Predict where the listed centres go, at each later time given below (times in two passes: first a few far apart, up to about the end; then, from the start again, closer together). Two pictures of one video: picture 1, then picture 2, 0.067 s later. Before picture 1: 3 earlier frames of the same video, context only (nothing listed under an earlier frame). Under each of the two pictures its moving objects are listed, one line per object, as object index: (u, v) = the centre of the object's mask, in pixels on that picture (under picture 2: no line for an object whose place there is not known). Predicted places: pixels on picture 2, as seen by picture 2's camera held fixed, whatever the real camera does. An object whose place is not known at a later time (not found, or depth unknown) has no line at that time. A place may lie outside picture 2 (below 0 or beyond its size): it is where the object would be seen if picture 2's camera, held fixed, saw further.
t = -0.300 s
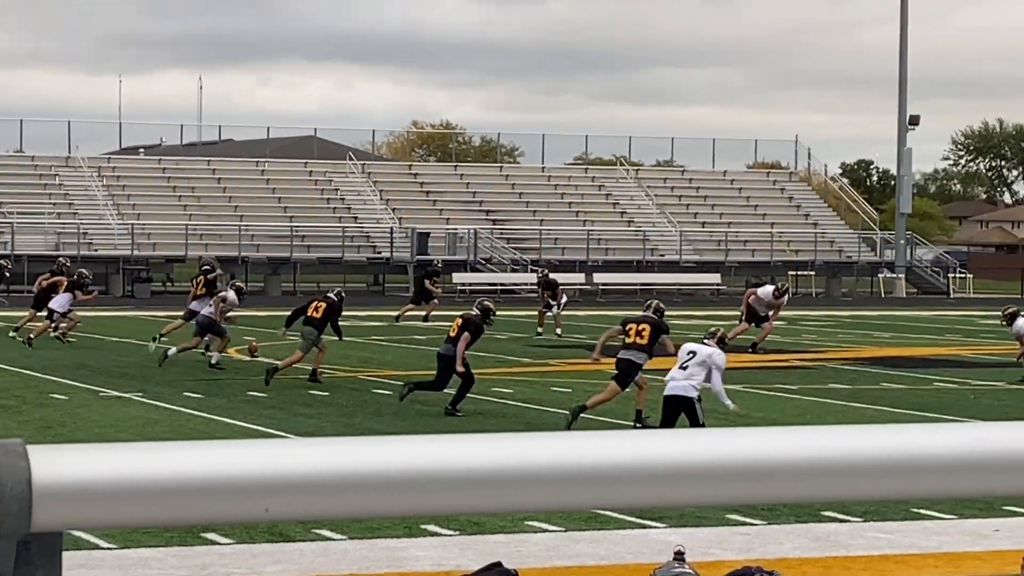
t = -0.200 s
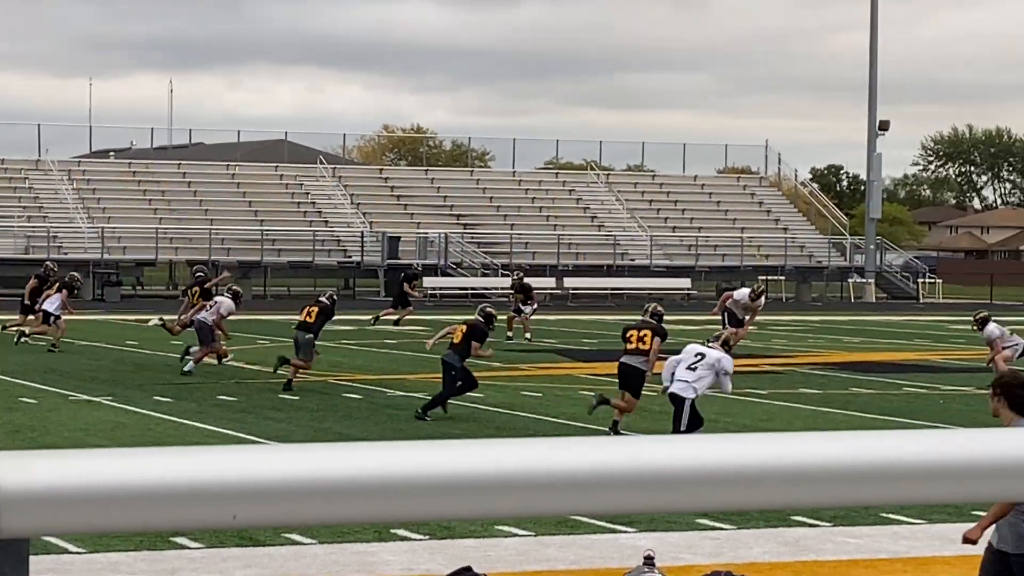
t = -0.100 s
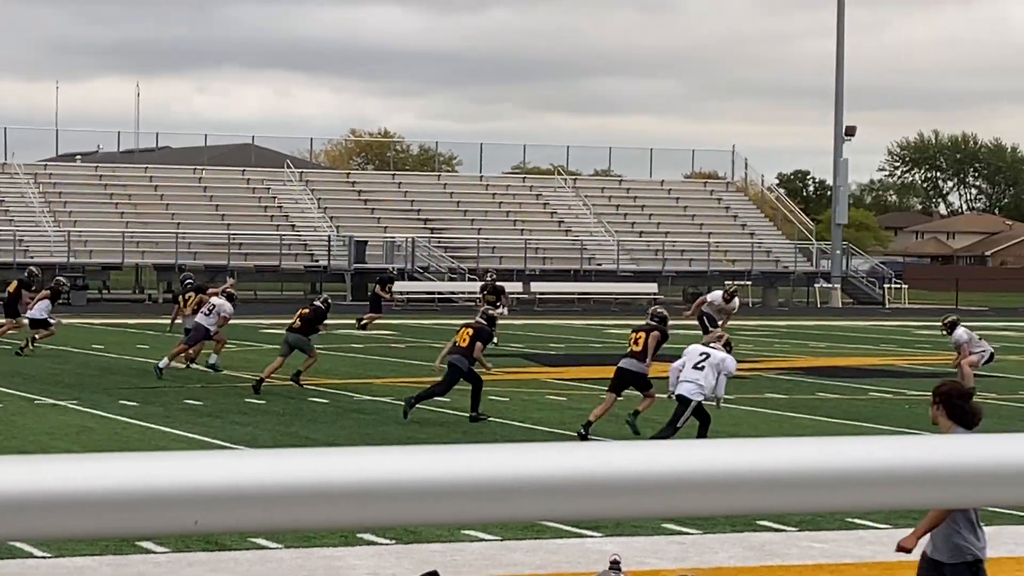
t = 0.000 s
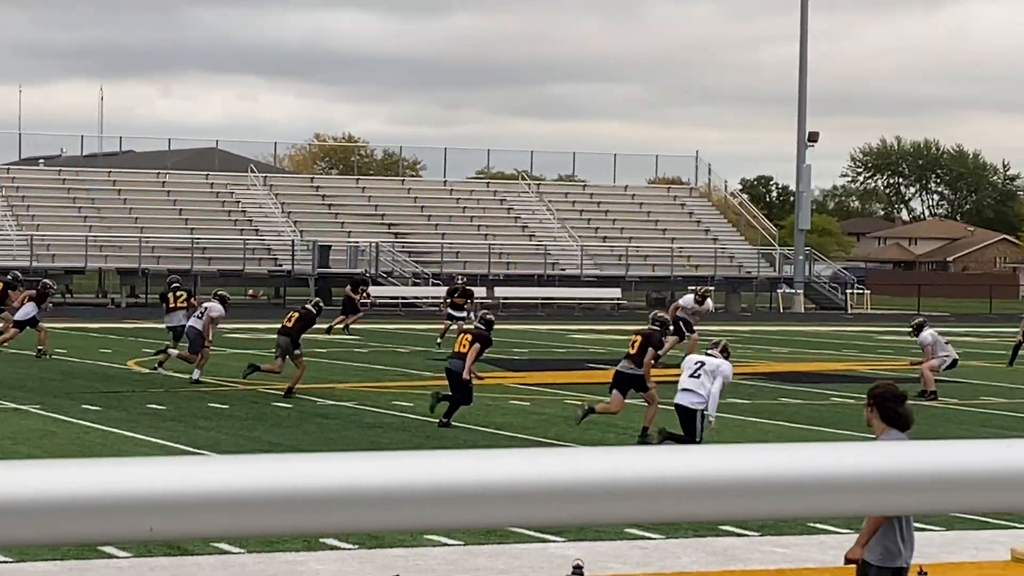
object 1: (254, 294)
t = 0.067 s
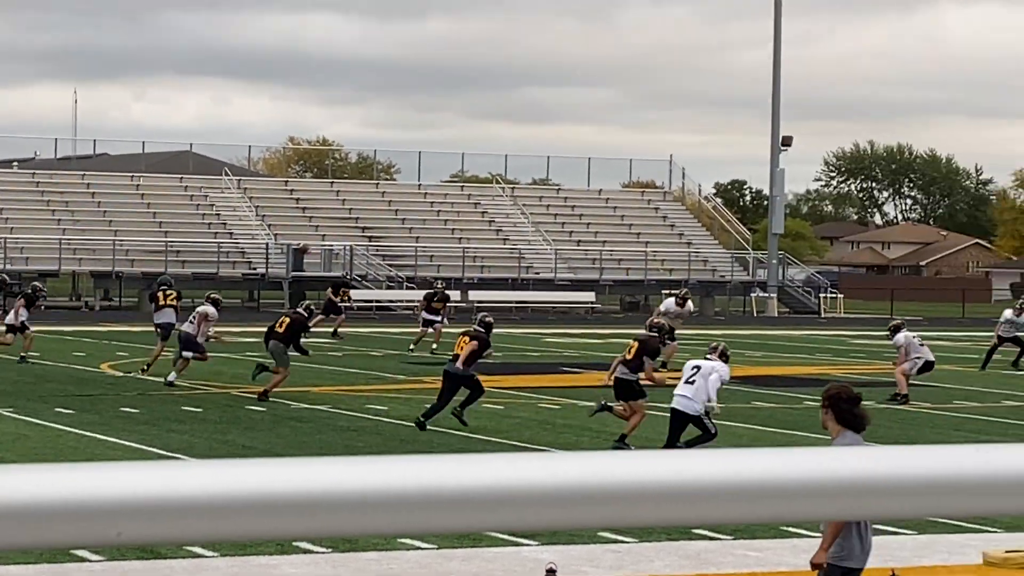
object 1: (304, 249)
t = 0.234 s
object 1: (473, 145)
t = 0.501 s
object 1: (697, 23)
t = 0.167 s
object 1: (409, 183)
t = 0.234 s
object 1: (473, 145)
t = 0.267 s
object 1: (503, 127)
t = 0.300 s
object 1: (533, 109)
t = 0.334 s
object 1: (562, 93)
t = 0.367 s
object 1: (591, 78)
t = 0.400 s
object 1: (618, 63)
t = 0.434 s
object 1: (645, 49)
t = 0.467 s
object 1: (671, 36)
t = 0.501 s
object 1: (697, 23)
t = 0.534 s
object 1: (721, 11)
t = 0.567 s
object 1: (746, 0)
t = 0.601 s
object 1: (770, -10)
